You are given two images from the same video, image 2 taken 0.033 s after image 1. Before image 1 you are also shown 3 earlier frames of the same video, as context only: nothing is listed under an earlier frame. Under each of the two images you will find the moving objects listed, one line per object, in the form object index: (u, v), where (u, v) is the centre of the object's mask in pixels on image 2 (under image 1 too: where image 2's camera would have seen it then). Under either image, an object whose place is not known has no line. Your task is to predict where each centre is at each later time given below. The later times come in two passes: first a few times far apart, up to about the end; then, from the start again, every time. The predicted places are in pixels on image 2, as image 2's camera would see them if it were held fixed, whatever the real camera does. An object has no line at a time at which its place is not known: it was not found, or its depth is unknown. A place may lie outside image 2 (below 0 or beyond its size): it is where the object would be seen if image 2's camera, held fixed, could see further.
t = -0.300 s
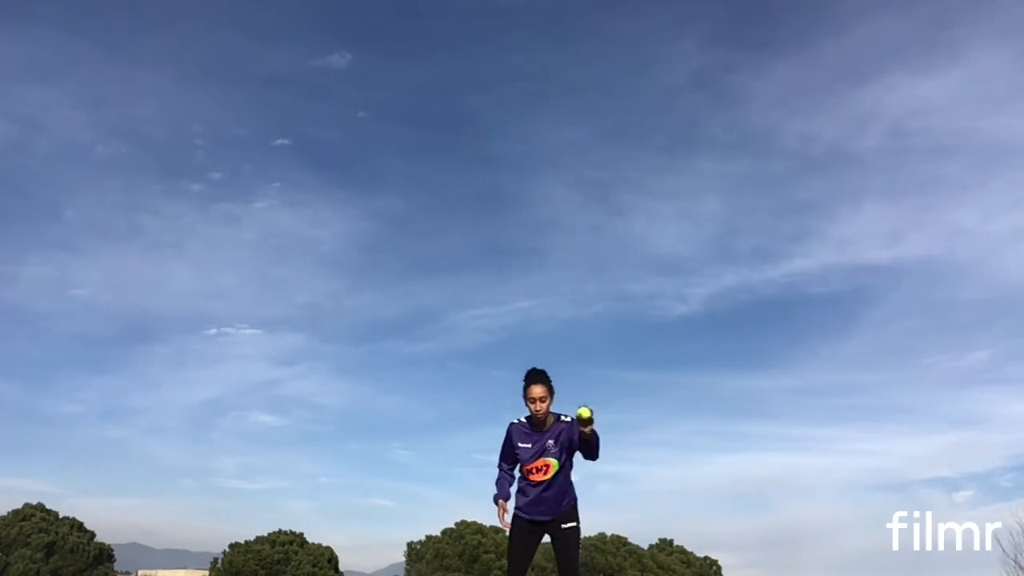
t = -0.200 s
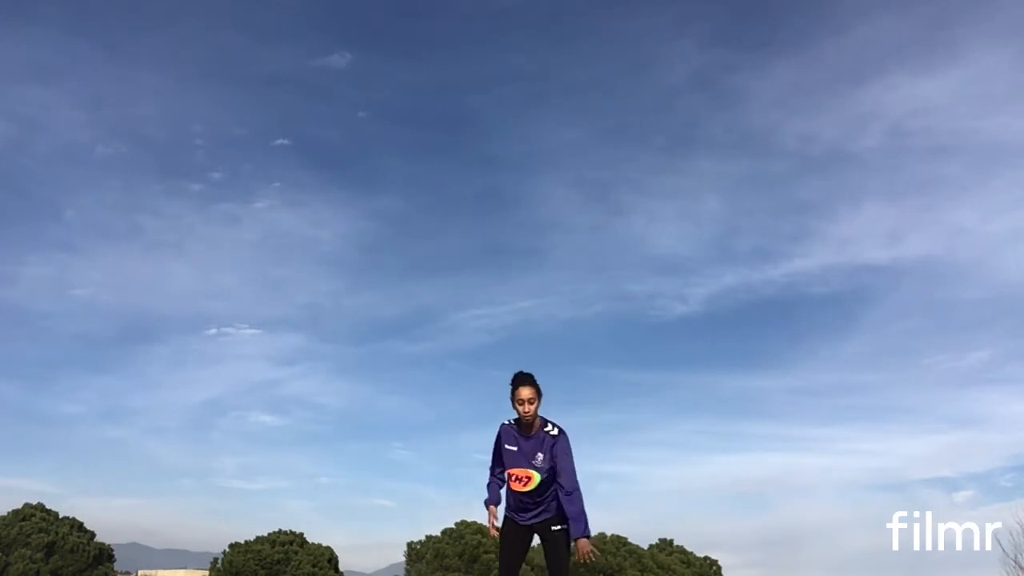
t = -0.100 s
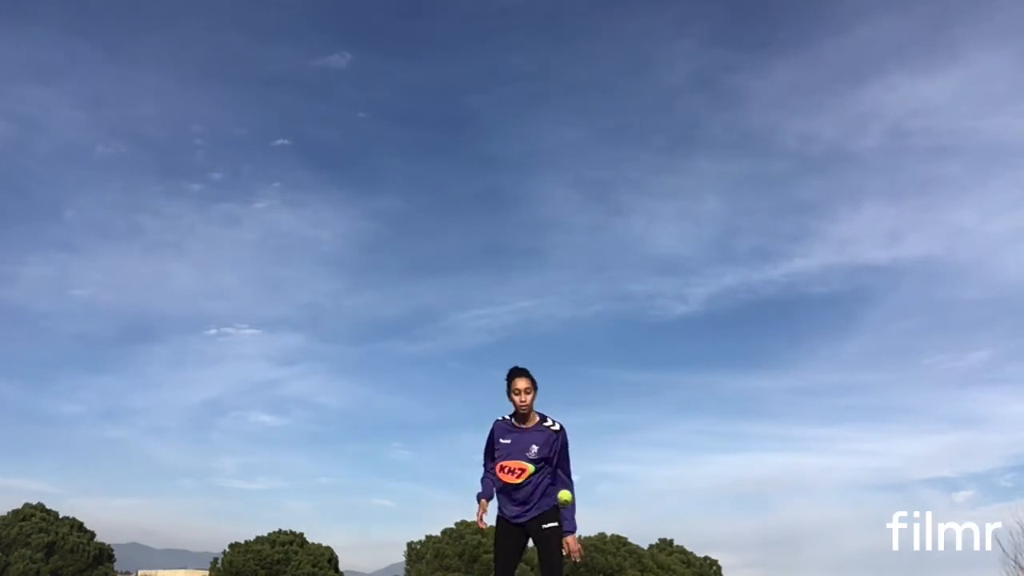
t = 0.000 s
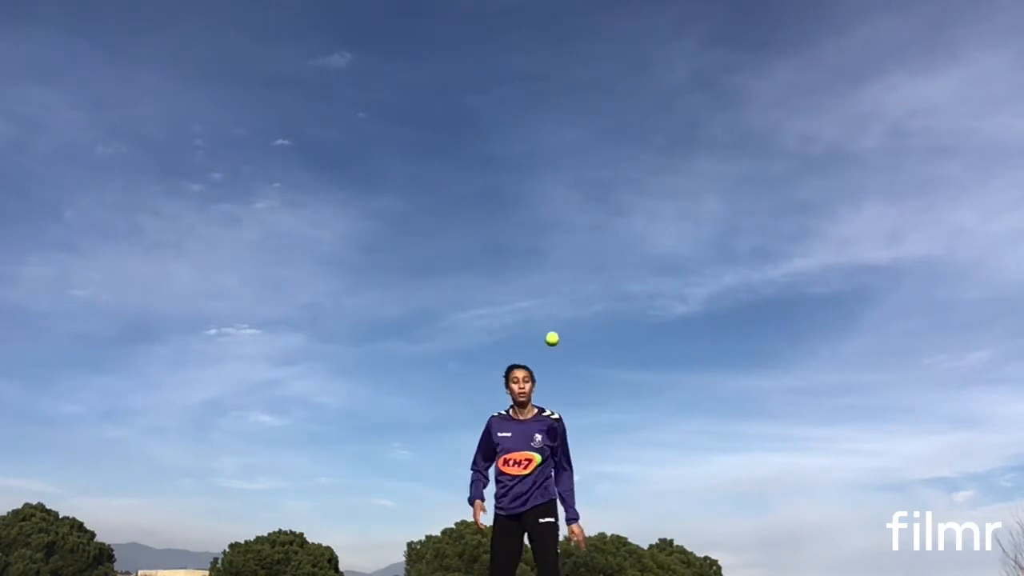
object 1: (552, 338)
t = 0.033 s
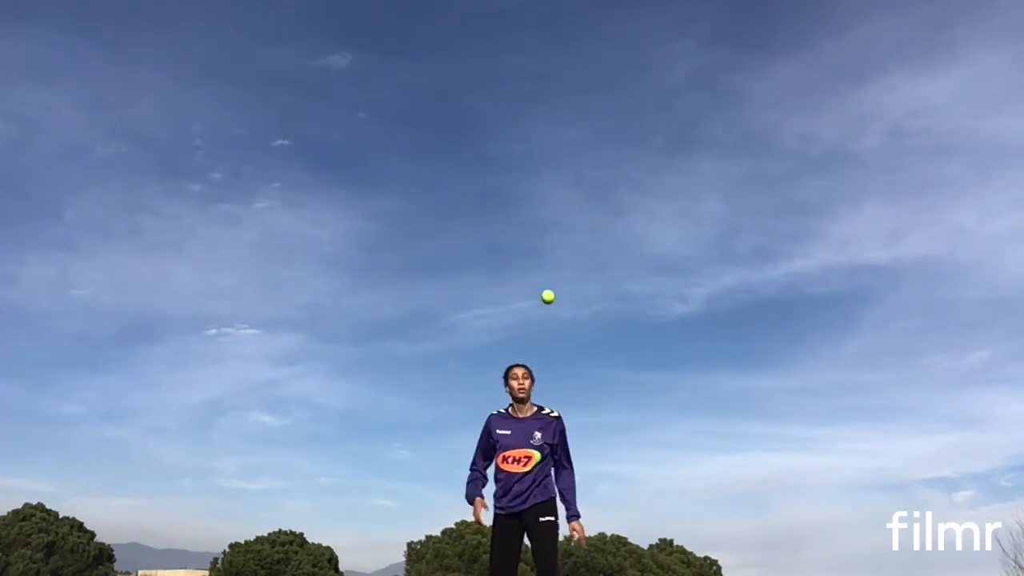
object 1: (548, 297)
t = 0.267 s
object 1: (521, 104)
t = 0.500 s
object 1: (495, 27)
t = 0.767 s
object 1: (463, 35)
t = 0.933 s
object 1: (439, 88)
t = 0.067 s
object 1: (543, 259)
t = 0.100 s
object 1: (540, 226)
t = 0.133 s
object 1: (536, 195)
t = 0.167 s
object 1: (532, 169)
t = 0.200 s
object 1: (528, 144)
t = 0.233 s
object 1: (525, 123)
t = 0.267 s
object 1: (521, 104)
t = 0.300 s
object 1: (518, 87)
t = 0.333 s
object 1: (514, 73)
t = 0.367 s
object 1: (510, 60)
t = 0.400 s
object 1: (506, 49)
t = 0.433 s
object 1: (503, 40)
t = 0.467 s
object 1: (499, 33)
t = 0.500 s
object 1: (495, 27)
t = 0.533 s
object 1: (491, 23)
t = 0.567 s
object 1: (487, 20)
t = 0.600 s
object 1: (483, 19)
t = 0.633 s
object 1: (479, 19)
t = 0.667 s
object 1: (475, 22)
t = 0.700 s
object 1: (471, 25)
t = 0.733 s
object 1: (467, 30)
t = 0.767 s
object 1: (463, 35)
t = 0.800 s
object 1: (458, 43)
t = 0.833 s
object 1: (453, 52)
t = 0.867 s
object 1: (448, 63)
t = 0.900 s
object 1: (444, 74)
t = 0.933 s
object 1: (439, 88)
